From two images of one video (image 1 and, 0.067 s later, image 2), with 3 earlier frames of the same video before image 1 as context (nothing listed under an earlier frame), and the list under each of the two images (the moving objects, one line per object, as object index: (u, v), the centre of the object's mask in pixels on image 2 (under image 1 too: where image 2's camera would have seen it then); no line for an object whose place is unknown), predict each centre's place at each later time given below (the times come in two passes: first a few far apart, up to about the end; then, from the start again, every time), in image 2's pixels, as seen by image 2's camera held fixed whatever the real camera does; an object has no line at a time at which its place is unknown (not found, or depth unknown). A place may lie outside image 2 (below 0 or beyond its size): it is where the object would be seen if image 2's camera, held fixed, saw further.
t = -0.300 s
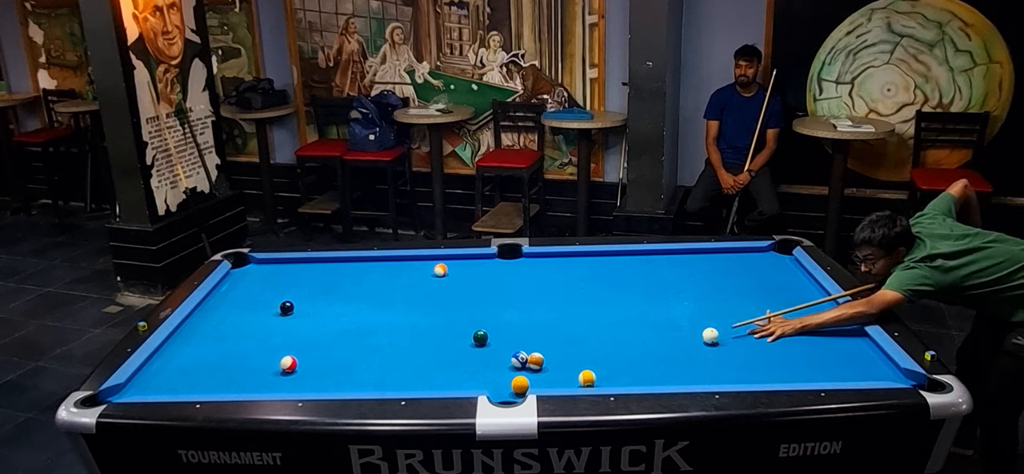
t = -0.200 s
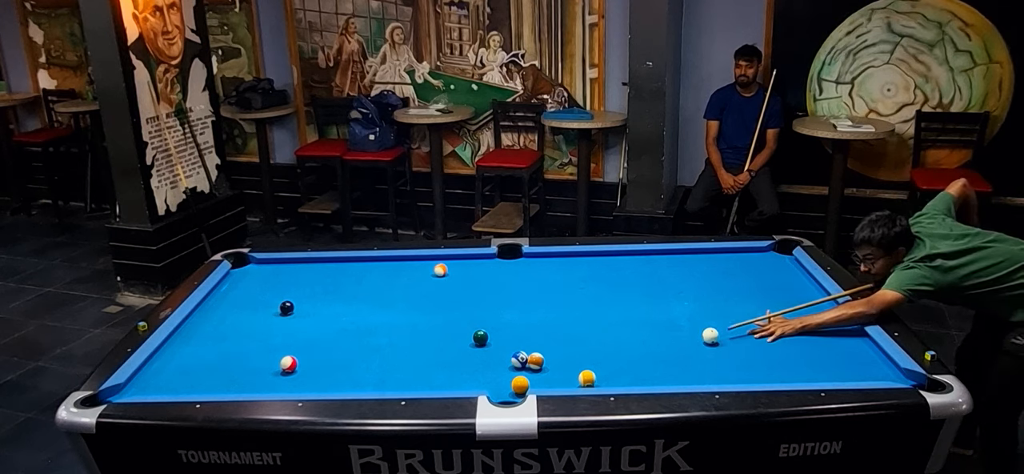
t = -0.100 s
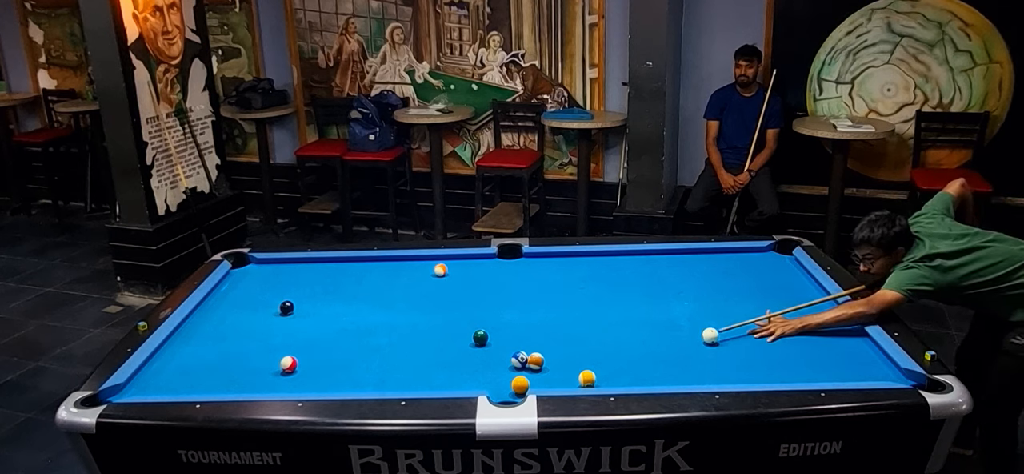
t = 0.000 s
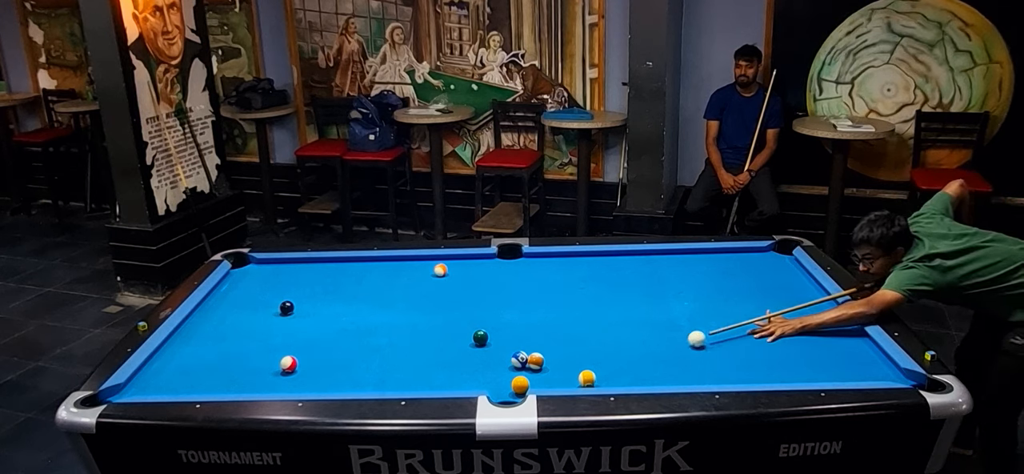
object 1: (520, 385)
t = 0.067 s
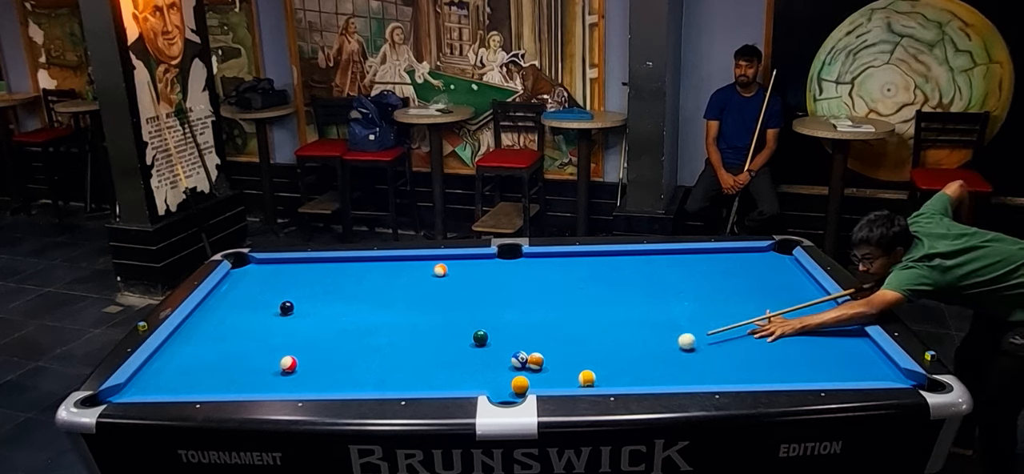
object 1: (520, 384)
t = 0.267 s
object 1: (520, 385)
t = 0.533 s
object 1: (520, 384)
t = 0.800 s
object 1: (520, 384)
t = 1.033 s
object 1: (520, 384)
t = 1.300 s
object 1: (507, 391)
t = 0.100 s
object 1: (520, 384)
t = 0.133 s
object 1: (520, 385)
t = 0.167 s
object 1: (520, 384)
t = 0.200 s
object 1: (520, 385)
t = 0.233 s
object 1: (520, 384)
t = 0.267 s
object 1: (520, 385)
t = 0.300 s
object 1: (520, 384)
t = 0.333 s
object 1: (520, 384)
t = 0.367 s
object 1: (520, 384)
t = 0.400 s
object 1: (520, 385)
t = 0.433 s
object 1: (520, 384)
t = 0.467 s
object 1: (520, 384)
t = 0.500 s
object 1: (520, 384)
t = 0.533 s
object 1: (520, 384)
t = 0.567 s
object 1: (520, 384)
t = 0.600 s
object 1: (520, 384)
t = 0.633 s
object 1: (520, 384)
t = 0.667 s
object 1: (520, 384)
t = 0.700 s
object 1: (520, 384)
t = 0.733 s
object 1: (520, 384)
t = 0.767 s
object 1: (520, 384)
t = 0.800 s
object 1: (520, 384)
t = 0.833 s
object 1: (520, 384)
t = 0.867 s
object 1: (520, 384)
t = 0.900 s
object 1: (520, 384)
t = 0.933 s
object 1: (520, 384)
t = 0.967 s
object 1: (520, 384)
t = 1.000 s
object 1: (520, 384)
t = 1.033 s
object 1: (520, 384)
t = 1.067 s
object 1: (520, 384)
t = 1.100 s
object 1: (520, 385)
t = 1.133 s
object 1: (519, 385)
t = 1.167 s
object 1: (516, 386)
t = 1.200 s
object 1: (513, 388)
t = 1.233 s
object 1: (511, 388)
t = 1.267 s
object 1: (509, 389)
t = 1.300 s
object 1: (507, 391)
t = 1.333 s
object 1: (505, 392)
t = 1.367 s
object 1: (503, 393)
